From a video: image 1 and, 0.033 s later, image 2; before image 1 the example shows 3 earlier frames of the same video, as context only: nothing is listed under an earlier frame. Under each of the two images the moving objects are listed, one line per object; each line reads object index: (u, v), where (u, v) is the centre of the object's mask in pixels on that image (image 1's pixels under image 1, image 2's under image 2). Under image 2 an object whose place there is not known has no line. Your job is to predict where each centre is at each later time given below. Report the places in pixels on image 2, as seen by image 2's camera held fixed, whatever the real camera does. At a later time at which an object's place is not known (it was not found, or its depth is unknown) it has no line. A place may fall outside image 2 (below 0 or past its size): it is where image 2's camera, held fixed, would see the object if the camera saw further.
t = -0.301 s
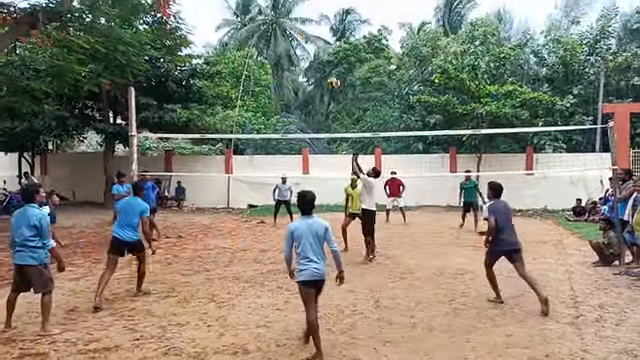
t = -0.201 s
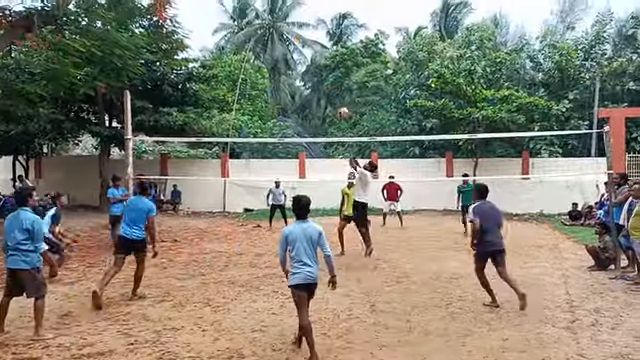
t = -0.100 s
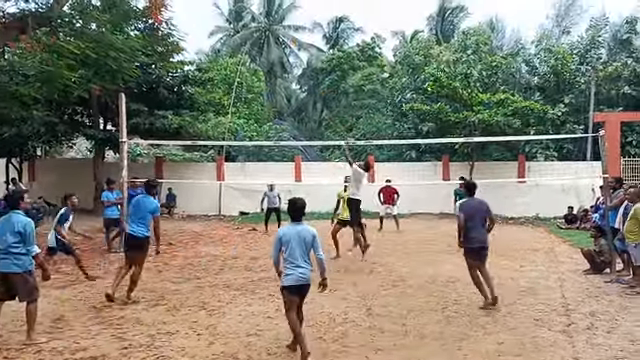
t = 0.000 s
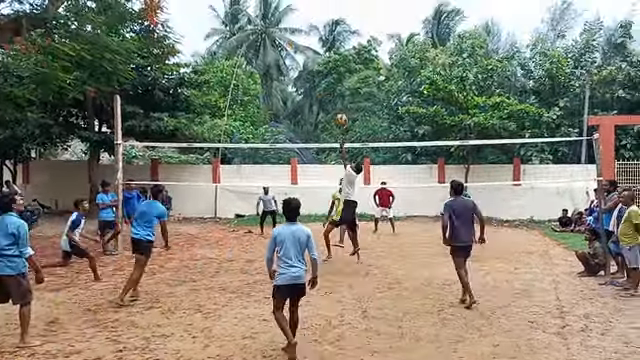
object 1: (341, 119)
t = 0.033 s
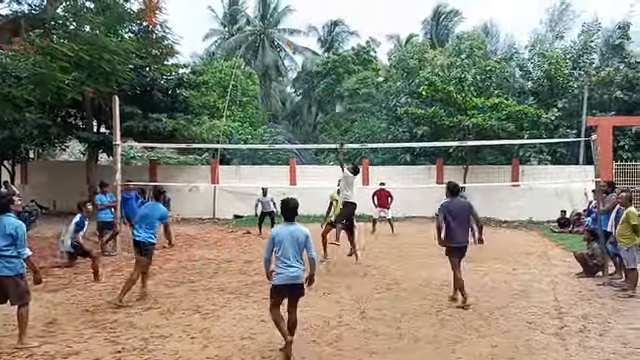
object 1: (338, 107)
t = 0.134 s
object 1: (329, 83)
